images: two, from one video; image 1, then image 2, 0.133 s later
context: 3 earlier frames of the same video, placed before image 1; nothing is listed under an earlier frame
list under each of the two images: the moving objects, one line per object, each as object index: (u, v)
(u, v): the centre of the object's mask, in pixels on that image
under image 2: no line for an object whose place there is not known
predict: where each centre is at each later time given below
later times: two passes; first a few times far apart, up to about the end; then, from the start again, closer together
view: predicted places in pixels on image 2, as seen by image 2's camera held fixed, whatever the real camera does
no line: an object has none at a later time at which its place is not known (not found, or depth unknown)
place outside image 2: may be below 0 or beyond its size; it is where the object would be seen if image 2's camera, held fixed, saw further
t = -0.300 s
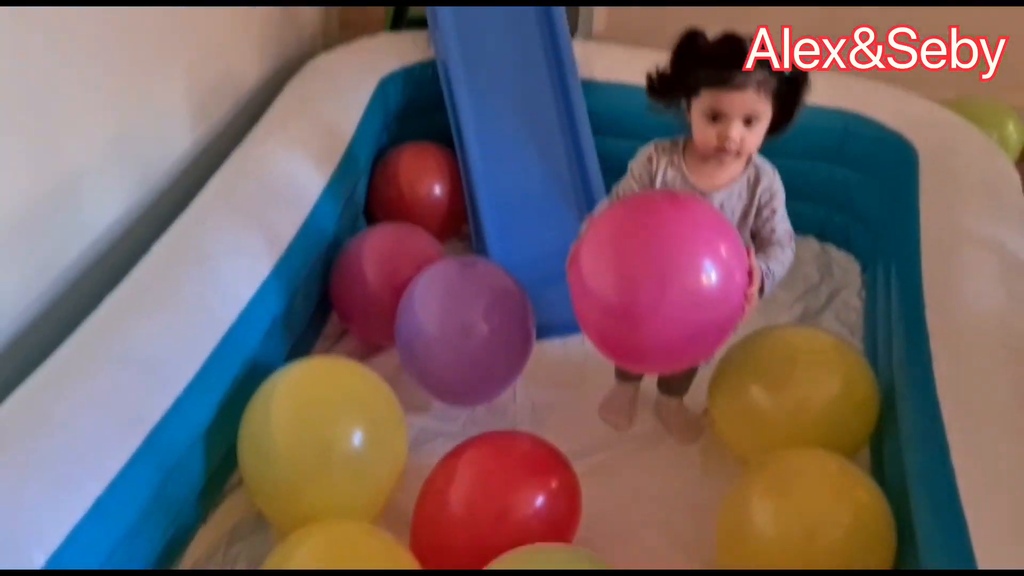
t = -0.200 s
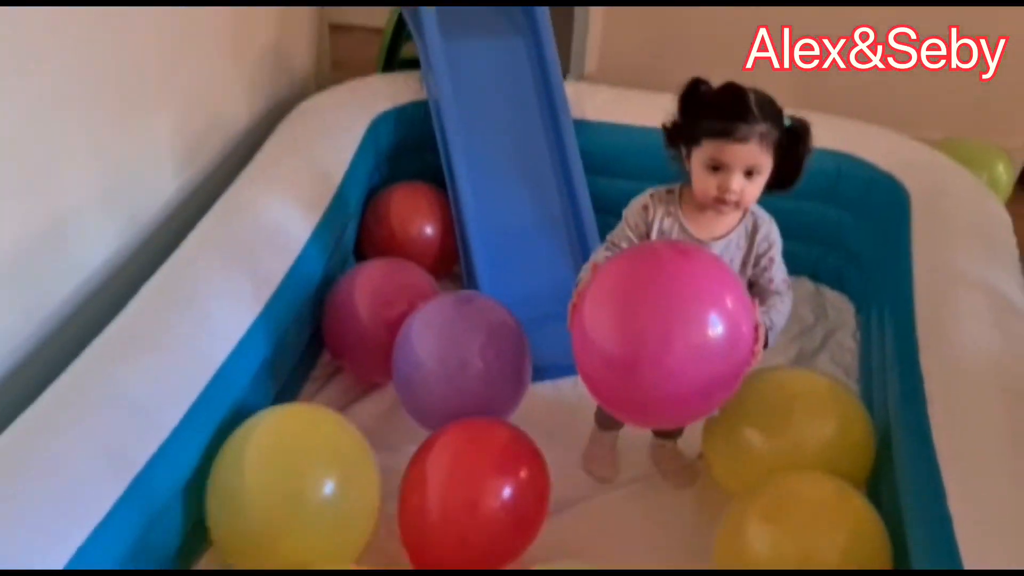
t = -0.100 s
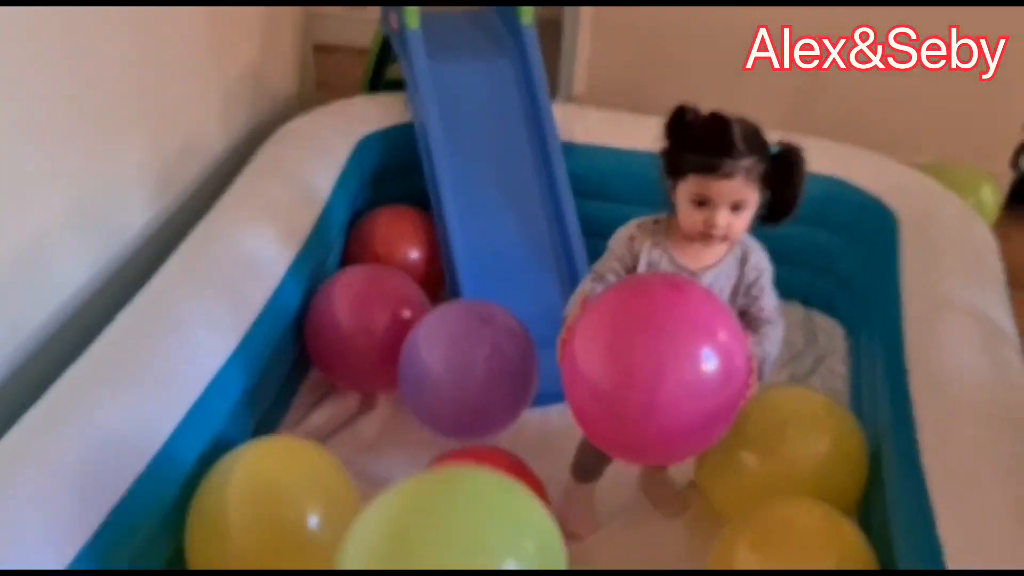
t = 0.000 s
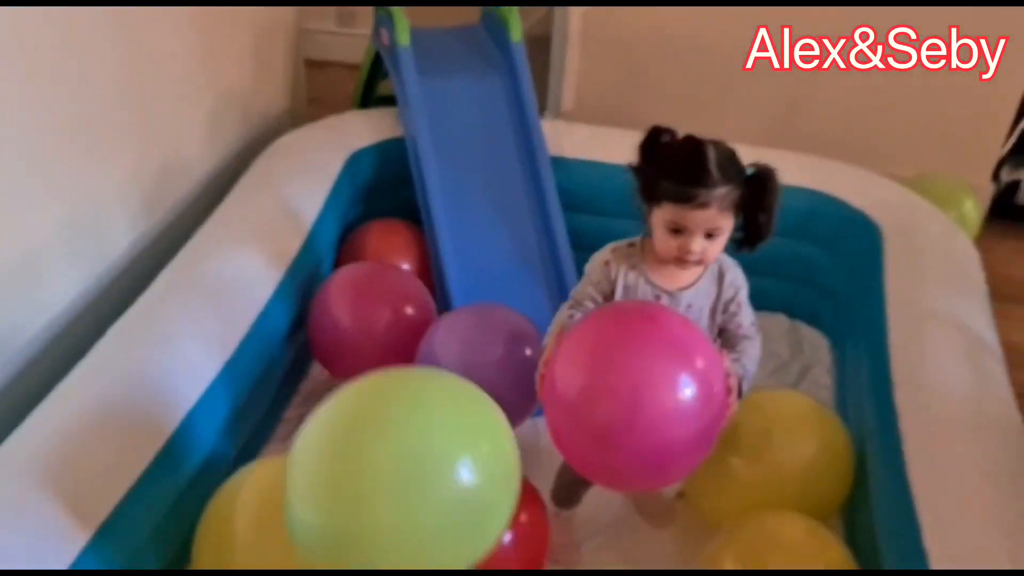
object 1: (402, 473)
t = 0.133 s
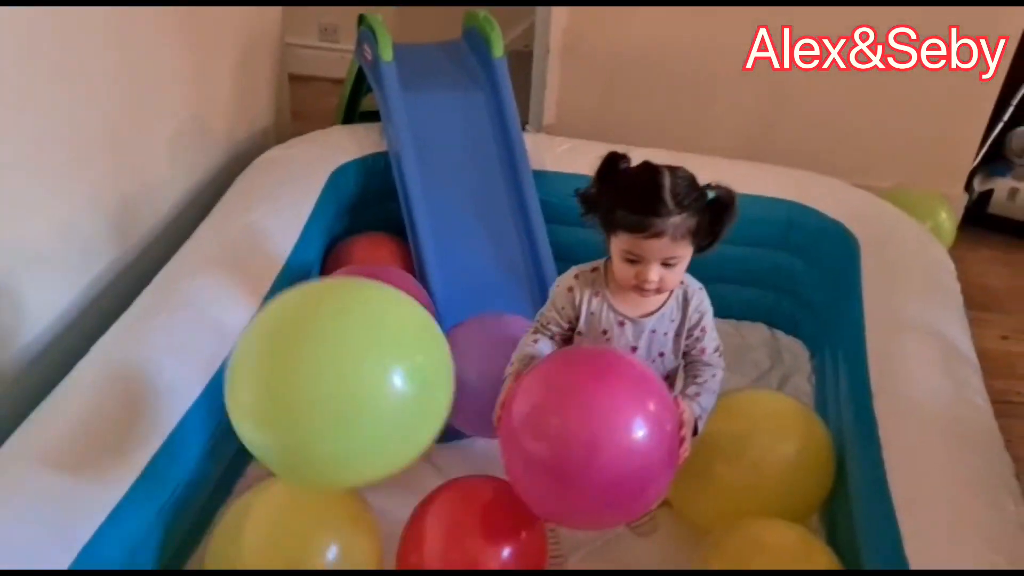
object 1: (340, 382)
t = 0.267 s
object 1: (297, 305)
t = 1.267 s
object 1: (204, 222)
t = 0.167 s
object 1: (330, 361)
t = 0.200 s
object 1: (318, 340)
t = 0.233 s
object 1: (308, 321)
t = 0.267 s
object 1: (297, 305)
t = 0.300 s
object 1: (284, 290)
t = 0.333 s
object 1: (274, 276)
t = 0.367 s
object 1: (265, 263)
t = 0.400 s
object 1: (257, 253)
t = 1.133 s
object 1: (192, 247)
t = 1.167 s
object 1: (195, 240)
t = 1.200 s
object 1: (198, 233)
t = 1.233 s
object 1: (201, 227)
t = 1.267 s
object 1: (204, 222)
